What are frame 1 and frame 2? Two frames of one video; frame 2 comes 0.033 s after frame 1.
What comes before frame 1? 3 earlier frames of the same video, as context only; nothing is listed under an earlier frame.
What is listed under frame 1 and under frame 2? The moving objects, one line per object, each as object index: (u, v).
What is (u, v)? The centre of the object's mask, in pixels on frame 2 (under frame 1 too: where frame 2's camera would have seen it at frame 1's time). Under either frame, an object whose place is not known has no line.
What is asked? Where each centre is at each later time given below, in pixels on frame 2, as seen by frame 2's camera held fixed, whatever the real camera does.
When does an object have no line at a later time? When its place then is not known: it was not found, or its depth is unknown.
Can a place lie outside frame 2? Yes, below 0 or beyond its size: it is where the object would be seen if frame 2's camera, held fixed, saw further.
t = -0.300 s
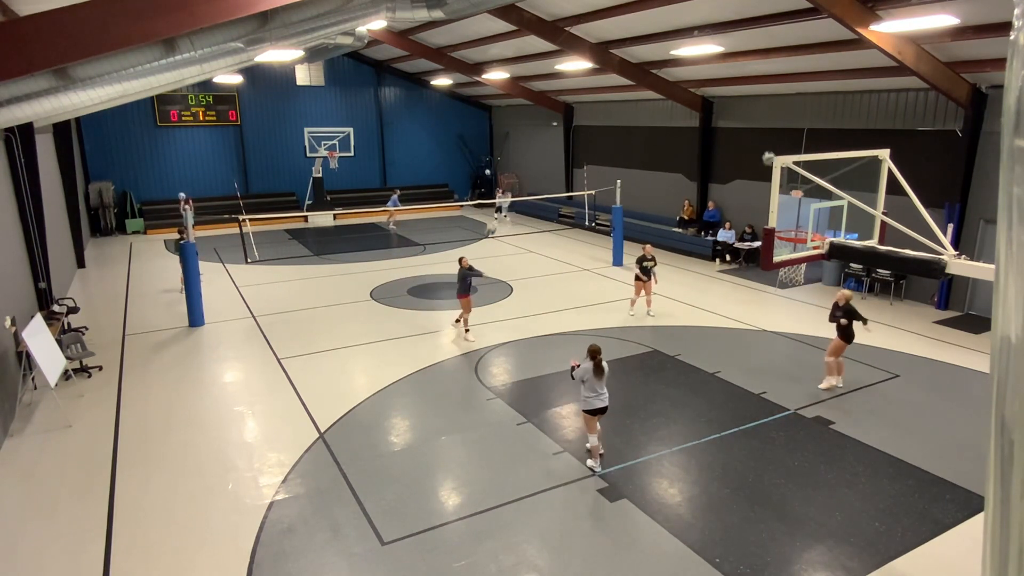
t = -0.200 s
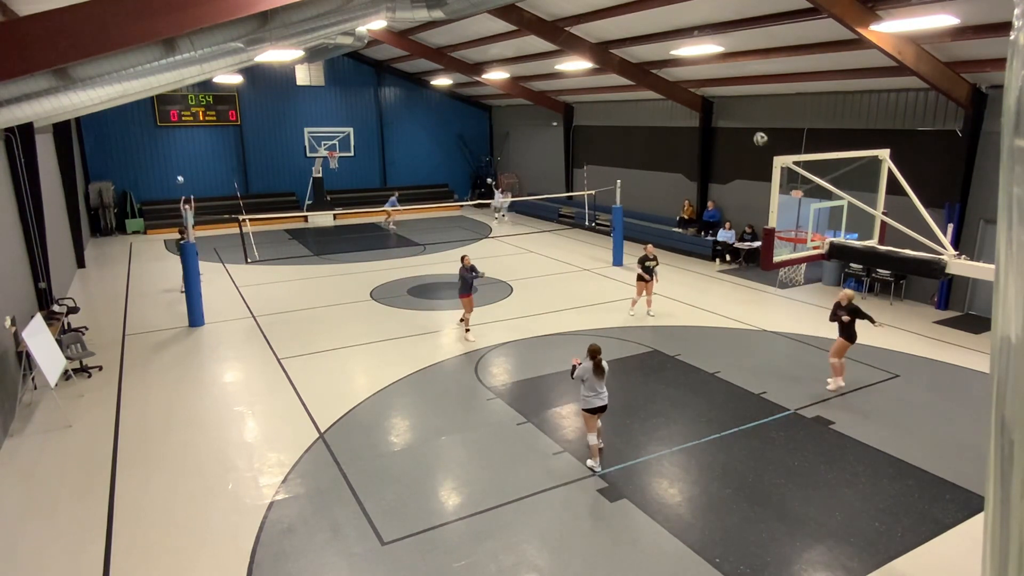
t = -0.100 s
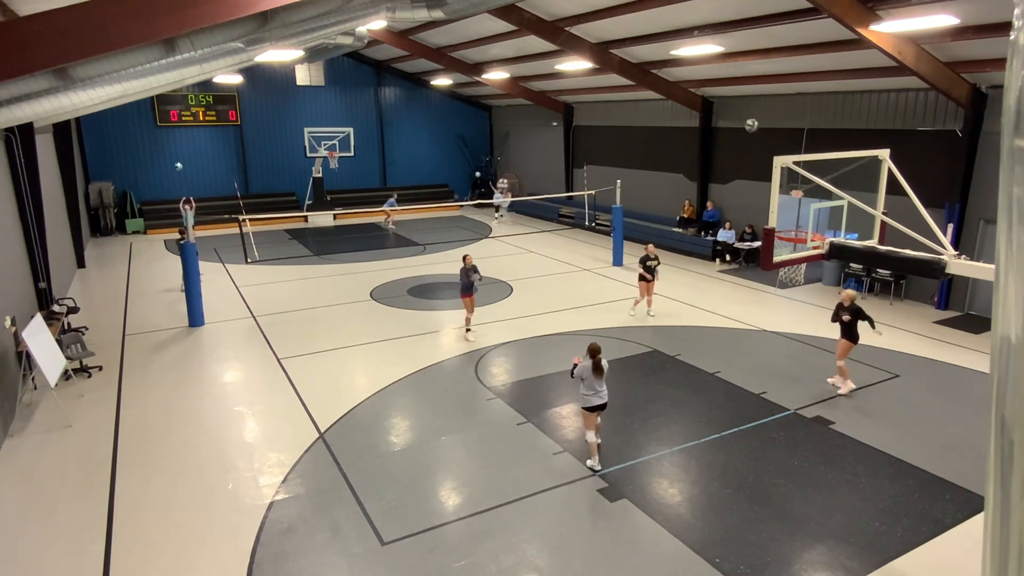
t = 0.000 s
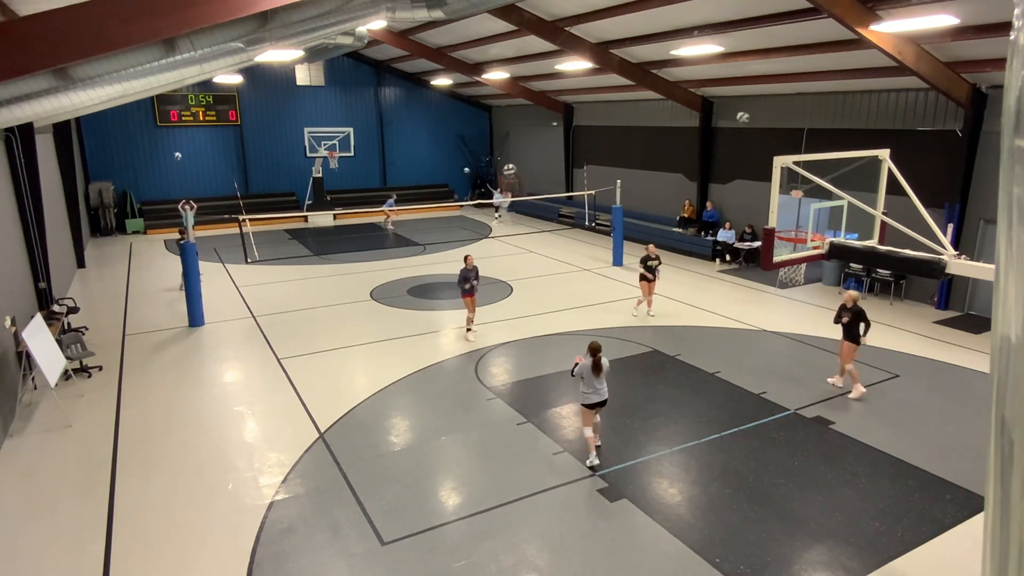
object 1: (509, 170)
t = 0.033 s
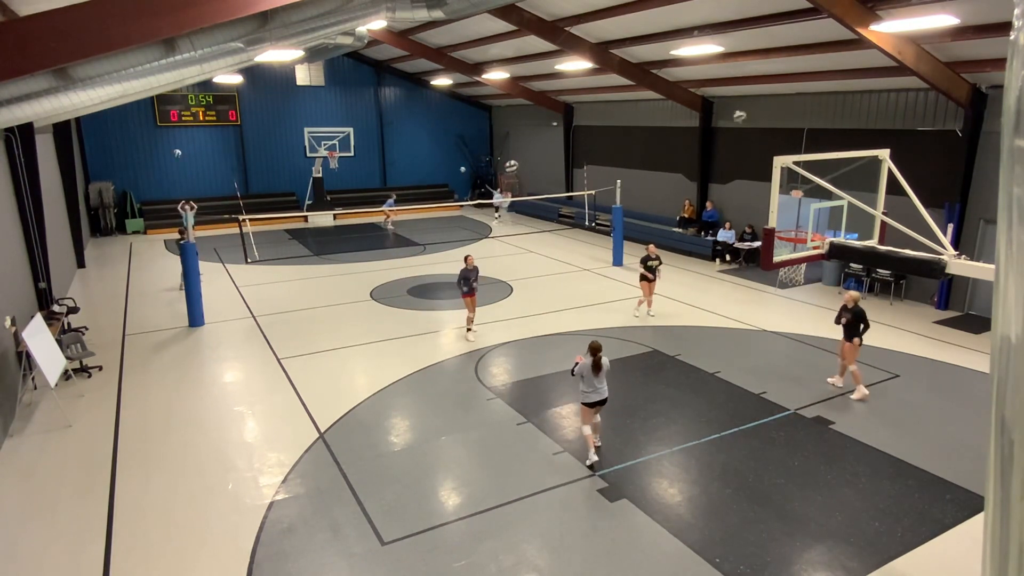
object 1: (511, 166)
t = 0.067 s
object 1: (514, 164)
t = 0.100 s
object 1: (516, 161)
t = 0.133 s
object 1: (518, 159)
